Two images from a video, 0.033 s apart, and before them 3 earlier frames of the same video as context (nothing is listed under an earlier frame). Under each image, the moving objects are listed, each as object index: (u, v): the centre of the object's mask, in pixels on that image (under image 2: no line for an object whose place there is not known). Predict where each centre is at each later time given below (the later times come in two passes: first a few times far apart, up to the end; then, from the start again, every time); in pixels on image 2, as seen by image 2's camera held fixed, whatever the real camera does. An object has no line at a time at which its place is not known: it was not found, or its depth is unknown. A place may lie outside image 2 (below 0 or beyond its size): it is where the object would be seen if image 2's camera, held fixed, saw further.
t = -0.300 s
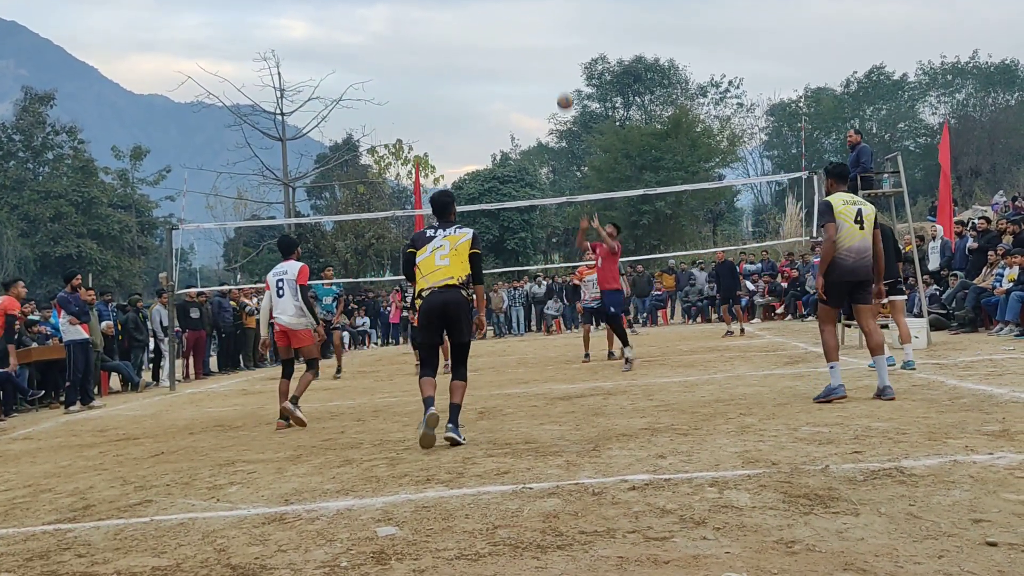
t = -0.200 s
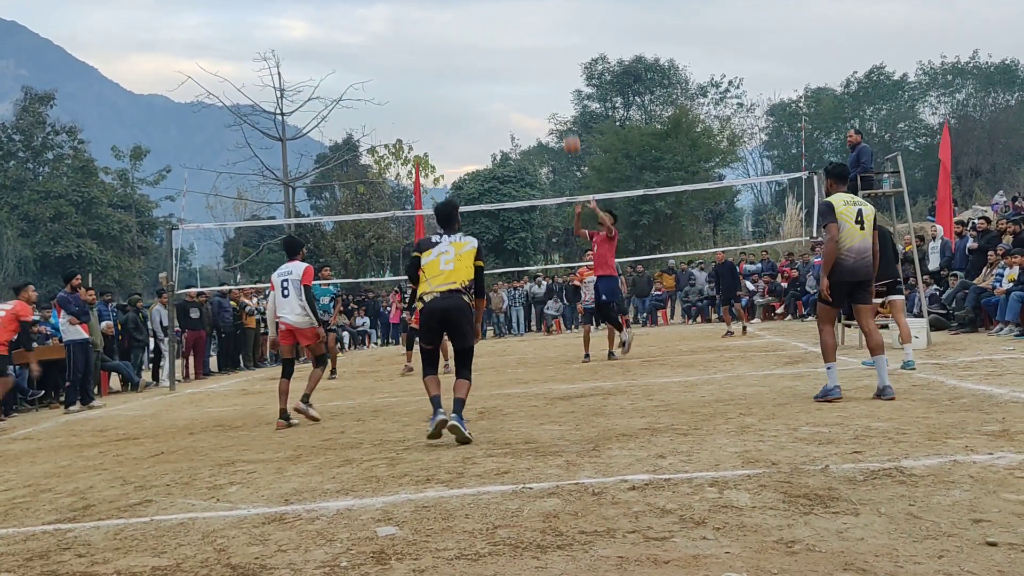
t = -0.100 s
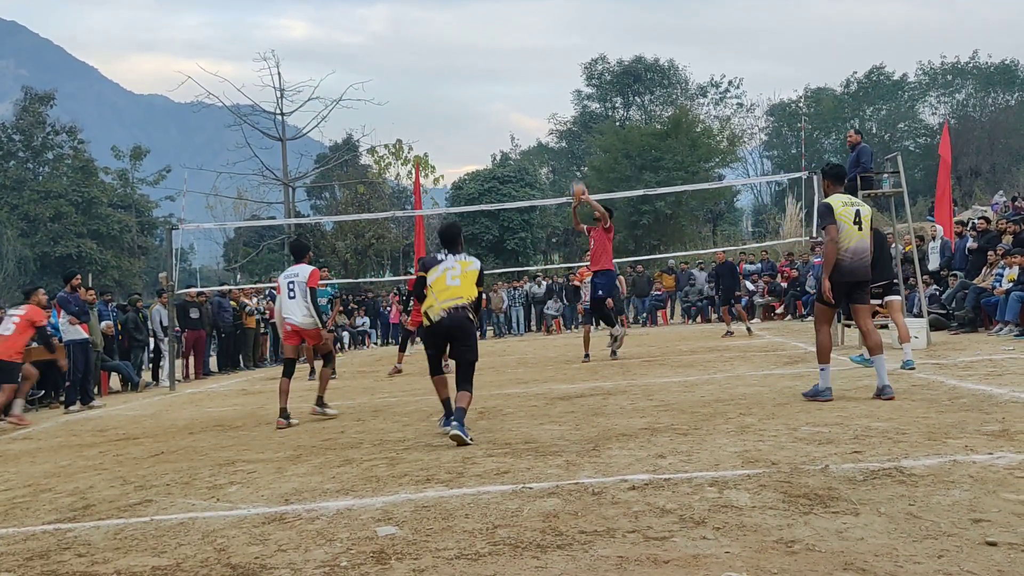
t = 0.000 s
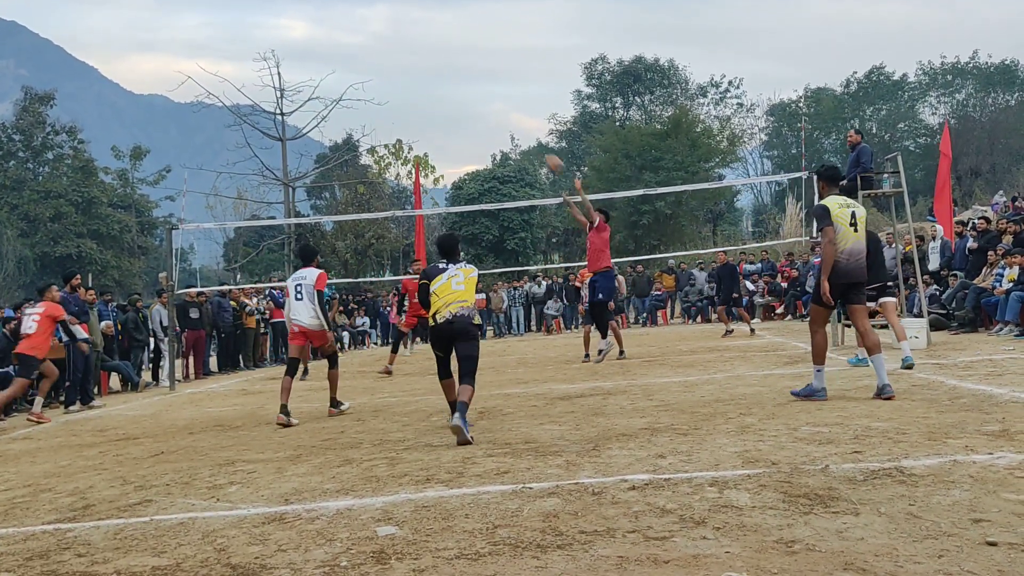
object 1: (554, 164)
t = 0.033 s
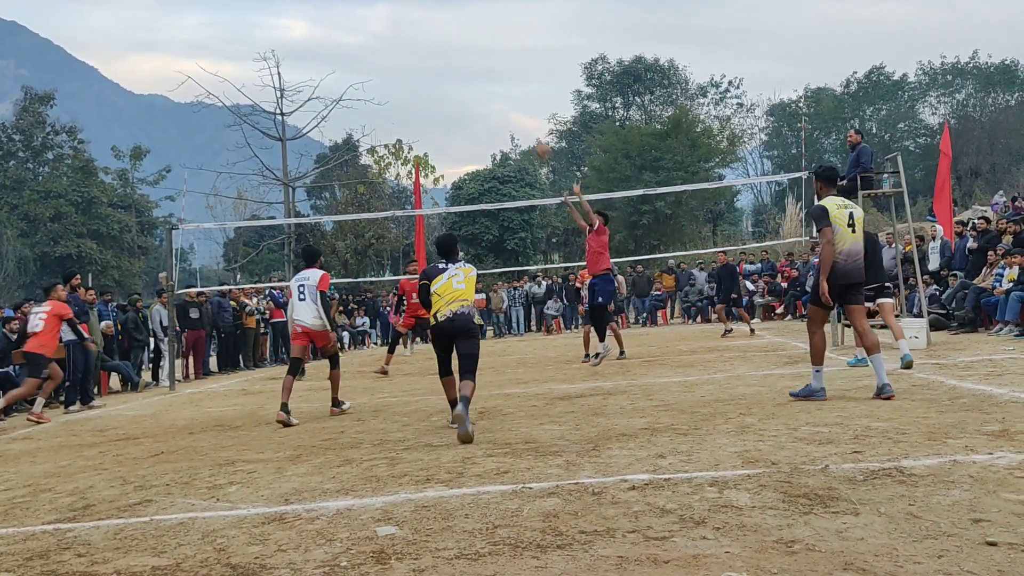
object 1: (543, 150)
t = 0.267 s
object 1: (458, 74)
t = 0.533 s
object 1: (372, 40)
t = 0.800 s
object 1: (292, 59)
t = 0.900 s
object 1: (264, 79)
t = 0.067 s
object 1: (528, 136)
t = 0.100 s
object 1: (516, 124)
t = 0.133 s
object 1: (504, 112)
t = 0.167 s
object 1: (492, 101)
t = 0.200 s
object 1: (481, 92)
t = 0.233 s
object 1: (469, 83)
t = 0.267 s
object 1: (458, 74)
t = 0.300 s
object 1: (447, 67)
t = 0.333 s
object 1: (436, 61)
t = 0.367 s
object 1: (425, 55)
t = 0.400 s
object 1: (414, 51)
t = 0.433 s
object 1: (403, 47)
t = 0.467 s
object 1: (393, 44)
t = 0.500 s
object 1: (382, 42)
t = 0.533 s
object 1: (372, 40)
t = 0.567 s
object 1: (361, 40)
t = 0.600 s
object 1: (351, 40)
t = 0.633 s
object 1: (341, 41)
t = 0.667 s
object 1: (331, 43)
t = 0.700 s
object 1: (321, 46)
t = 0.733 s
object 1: (311, 49)
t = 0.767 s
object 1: (302, 53)
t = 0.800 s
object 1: (292, 59)
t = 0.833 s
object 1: (282, 64)
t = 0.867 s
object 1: (273, 72)
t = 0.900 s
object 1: (264, 79)
